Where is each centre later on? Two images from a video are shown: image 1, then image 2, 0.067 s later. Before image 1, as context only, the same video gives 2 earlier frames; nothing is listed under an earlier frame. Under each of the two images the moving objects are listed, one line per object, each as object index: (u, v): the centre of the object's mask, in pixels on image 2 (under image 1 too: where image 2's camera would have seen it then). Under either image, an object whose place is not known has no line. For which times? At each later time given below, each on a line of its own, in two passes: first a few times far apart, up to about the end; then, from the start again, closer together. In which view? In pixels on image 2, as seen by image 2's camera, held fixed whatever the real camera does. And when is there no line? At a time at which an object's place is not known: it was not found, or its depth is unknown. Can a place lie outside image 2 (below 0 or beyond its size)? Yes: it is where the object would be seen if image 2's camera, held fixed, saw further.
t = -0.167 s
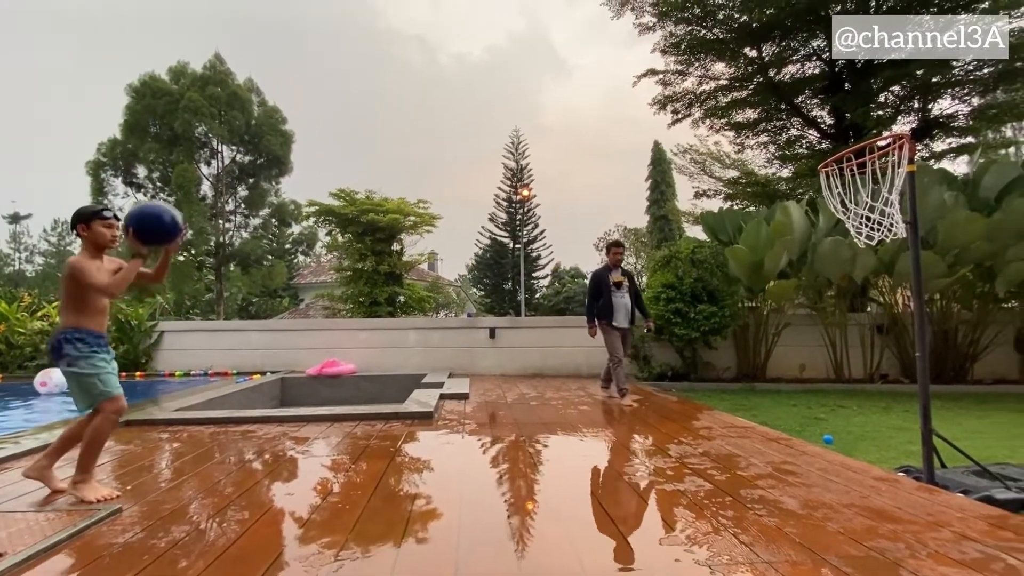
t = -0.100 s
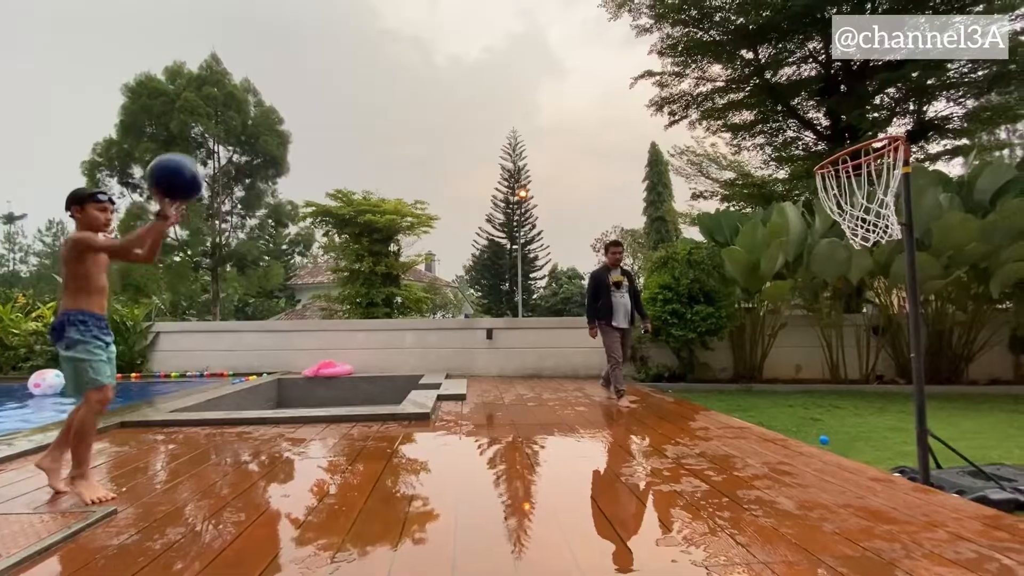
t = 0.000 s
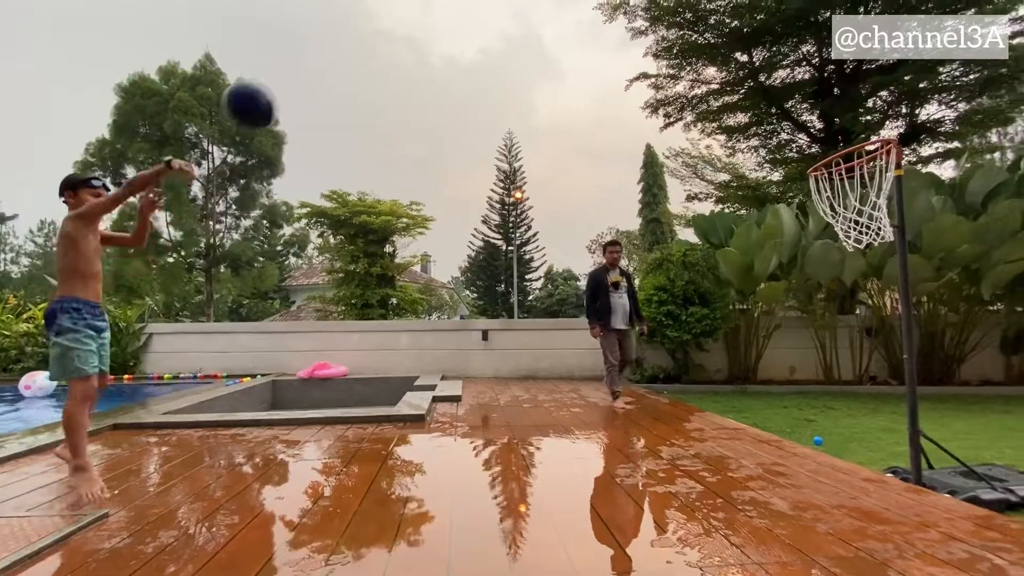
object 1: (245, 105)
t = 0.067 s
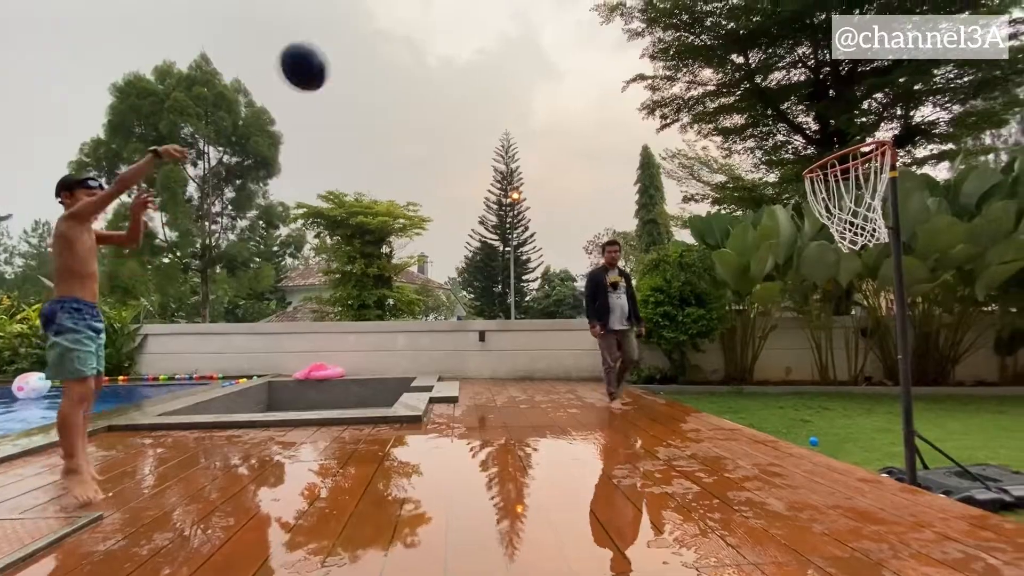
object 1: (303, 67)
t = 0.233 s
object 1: (438, 14)
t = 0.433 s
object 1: (589, 11)
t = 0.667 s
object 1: (759, 97)
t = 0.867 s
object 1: (878, 194)
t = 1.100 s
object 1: (849, 277)
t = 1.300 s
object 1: (831, 449)
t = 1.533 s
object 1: (773, 364)
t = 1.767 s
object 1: (720, 331)
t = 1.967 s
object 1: (673, 396)
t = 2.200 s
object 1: (620, 471)
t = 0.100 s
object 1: (331, 51)
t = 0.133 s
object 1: (358, 37)
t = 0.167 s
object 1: (385, 25)
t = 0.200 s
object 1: (412, 18)
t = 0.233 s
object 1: (438, 14)
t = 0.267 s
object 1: (464, 11)
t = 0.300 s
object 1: (490, 9)
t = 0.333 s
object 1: (515, 8)
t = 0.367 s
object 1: (540, 8)
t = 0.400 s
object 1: (565, 9)
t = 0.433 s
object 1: (589, 11)
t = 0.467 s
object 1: (614, 15)
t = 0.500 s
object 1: (639, 23)
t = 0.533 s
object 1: (663, 33)
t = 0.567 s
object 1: (687, 47)
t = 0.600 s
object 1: (711, 61)
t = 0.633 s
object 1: (736, 78)
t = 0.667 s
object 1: (759, 97)
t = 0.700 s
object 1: (784, 117)
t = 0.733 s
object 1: (809, 141)
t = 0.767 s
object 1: (827, 151)
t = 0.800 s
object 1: (851, 173)
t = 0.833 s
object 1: (871, 185)
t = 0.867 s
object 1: (878, 194)
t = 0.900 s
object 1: (870, 201)
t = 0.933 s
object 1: (865, 211)
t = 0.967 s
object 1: (859, 222)
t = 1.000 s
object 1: (859, 230)
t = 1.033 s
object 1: (857, 243)
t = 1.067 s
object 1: (853, 260)
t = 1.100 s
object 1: (849, 277)
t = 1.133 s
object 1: (845, 299)
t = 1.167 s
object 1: (842, 323)
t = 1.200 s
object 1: (838, 350)
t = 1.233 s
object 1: (836, 380)
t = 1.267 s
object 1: (833, 413)
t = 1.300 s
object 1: (831, 449)
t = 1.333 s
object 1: (828, 482)
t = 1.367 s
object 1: (818, 456)
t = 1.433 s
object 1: (799, 412)
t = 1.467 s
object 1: (791, 394)
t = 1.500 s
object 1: (782, 378)
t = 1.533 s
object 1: (773, 364)
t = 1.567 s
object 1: (766, 353)
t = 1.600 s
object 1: (758, 343)
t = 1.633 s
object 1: (750, 336)
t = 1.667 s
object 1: (743, 331)
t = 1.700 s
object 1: (734, 328)
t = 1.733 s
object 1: (726, 328)
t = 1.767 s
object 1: (720, 331)
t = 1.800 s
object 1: (712, 335)
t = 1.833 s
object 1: (704, 342)
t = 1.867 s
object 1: (696, 351)
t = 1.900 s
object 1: (688, 364)
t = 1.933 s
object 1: (680, 378)
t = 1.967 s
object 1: (673, 396)
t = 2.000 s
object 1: (665, 416)
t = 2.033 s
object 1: (658, 439)
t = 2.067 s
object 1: (650, 464)
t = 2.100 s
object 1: (642, 494)
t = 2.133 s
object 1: (634, 491)
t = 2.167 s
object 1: (627, 479)
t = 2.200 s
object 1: (620, 471)
